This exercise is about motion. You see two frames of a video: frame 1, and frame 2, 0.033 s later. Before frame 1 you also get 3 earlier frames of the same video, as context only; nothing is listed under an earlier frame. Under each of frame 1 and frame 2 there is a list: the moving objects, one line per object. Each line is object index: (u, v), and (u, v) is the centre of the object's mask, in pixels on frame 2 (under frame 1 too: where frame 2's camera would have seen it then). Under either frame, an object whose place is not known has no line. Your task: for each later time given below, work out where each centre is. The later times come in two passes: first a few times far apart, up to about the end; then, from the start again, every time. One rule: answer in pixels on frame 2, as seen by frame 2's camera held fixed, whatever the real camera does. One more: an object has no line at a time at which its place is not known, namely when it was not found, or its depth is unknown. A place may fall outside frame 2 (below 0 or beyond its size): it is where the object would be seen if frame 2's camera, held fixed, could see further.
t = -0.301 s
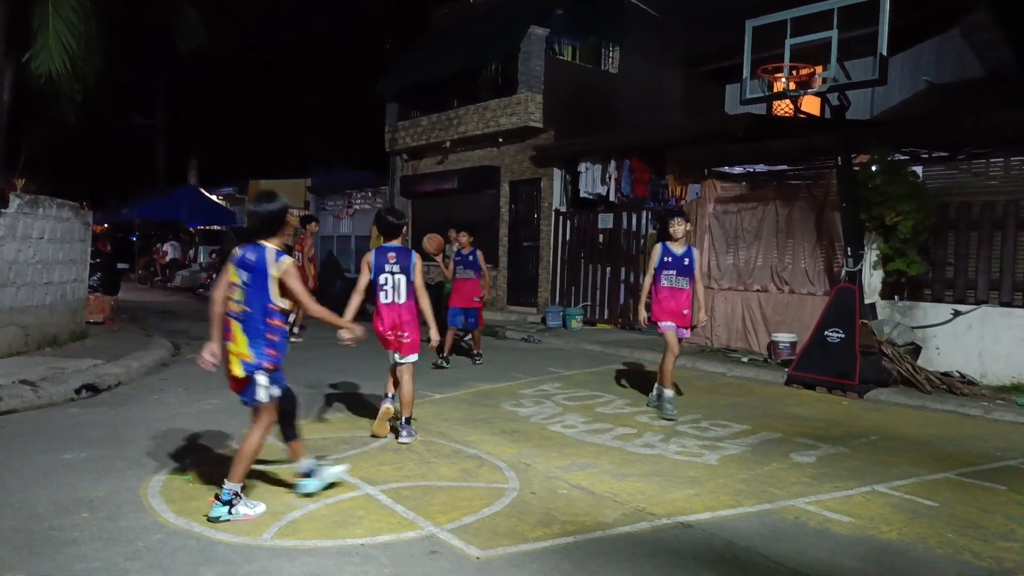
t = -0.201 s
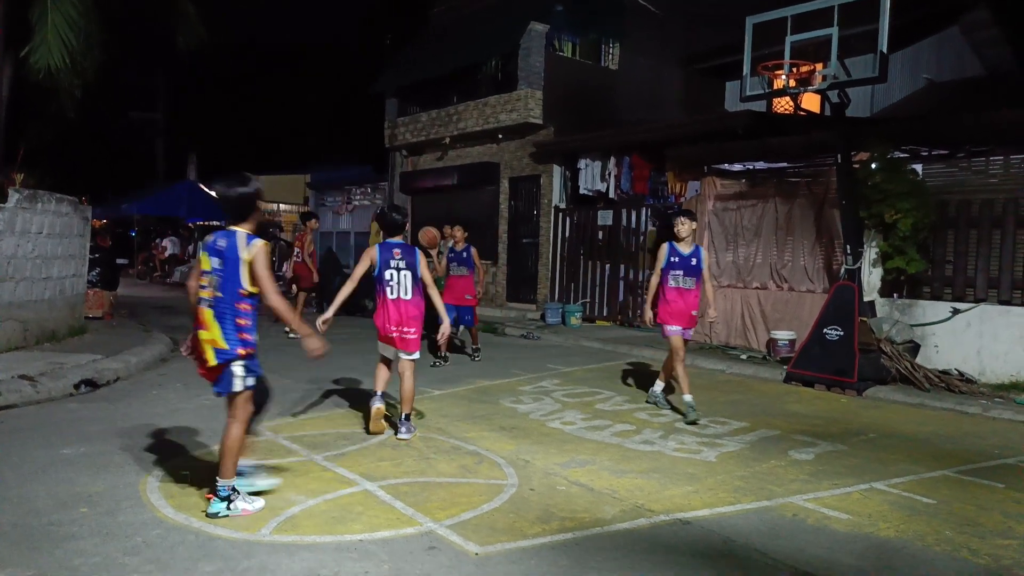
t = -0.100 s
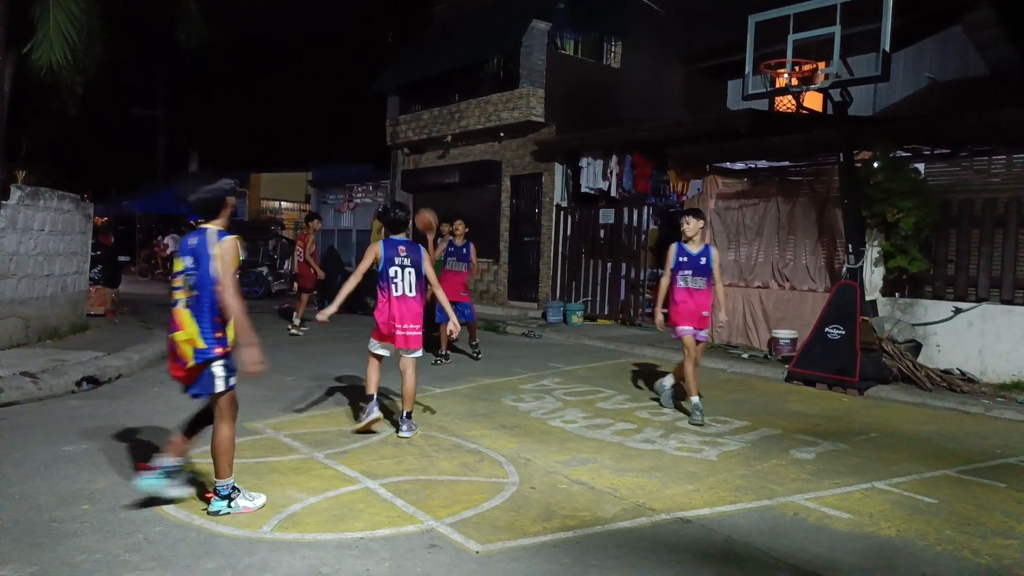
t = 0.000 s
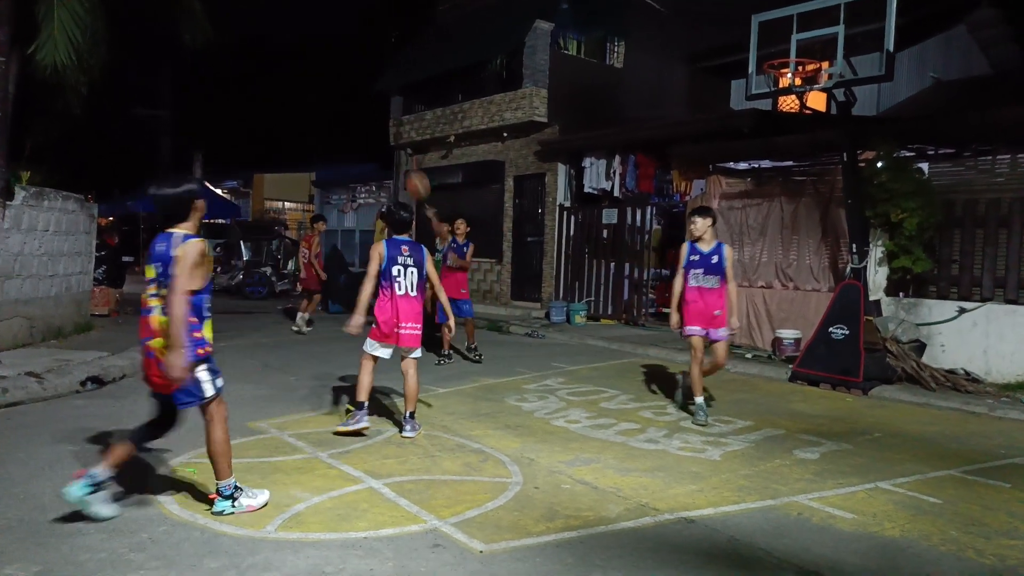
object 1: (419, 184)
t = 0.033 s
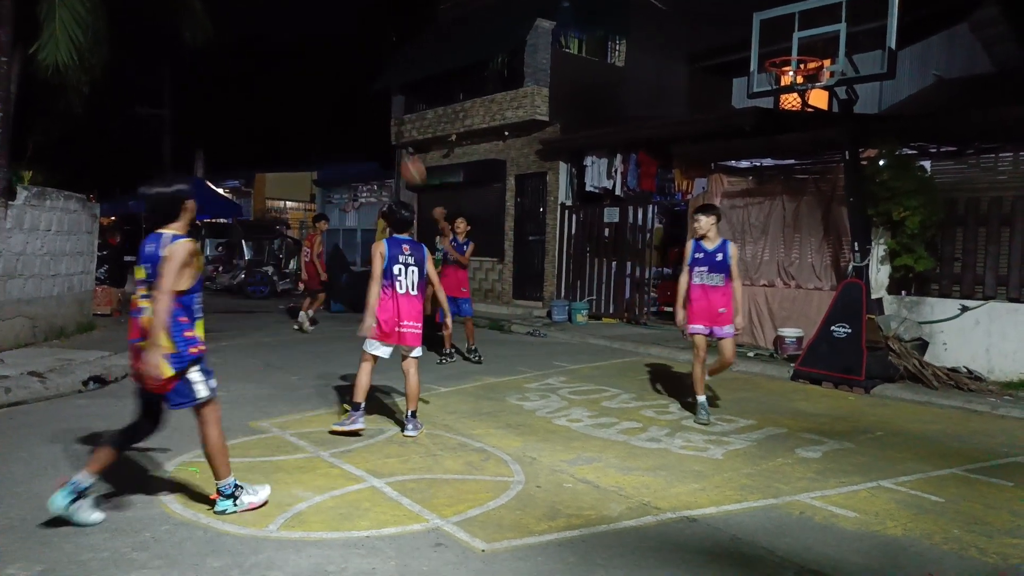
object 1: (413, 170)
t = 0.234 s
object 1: (370, 105)
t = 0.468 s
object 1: (295, 72)
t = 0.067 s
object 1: (407, 158)
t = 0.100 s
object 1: (401, 147)
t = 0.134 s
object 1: (393, 135)
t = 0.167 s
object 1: (385, 124)
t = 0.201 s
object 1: (378, 114)
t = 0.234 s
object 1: (370, 105)
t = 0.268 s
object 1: (360, 96)
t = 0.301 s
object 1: (351, 89)
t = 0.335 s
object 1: (341, 83)
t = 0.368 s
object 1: (331, 78)
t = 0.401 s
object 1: (320, 75)
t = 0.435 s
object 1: (308, 73)
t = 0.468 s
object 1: (295, 72)
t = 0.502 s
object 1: (282, 72)
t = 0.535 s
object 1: (268, 75)
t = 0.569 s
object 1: (253, 80)
